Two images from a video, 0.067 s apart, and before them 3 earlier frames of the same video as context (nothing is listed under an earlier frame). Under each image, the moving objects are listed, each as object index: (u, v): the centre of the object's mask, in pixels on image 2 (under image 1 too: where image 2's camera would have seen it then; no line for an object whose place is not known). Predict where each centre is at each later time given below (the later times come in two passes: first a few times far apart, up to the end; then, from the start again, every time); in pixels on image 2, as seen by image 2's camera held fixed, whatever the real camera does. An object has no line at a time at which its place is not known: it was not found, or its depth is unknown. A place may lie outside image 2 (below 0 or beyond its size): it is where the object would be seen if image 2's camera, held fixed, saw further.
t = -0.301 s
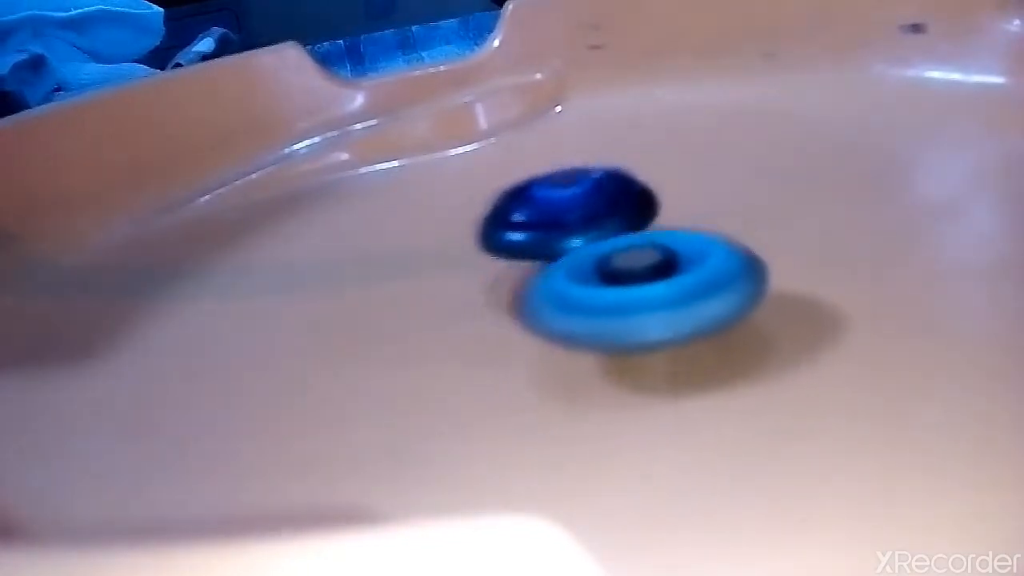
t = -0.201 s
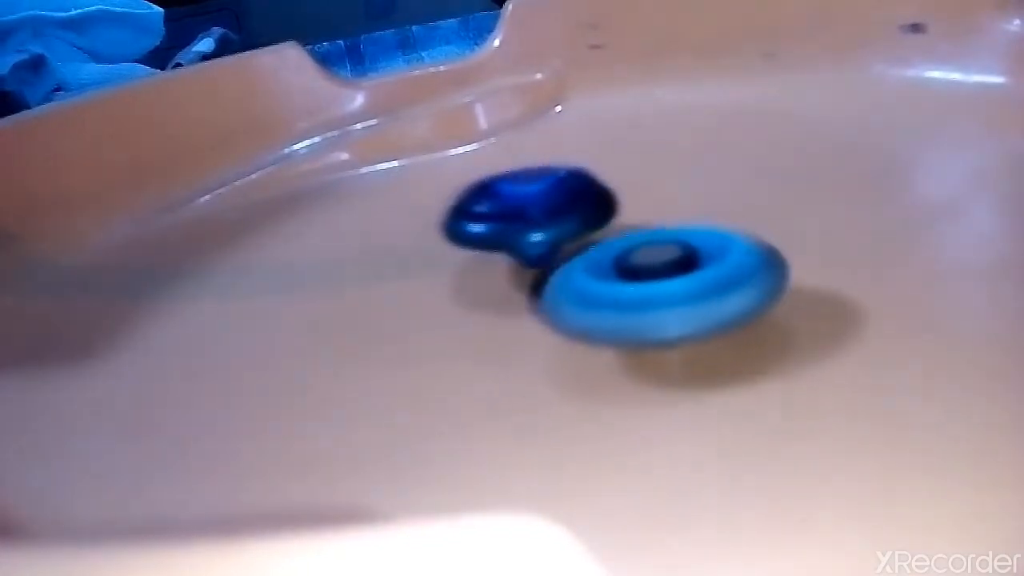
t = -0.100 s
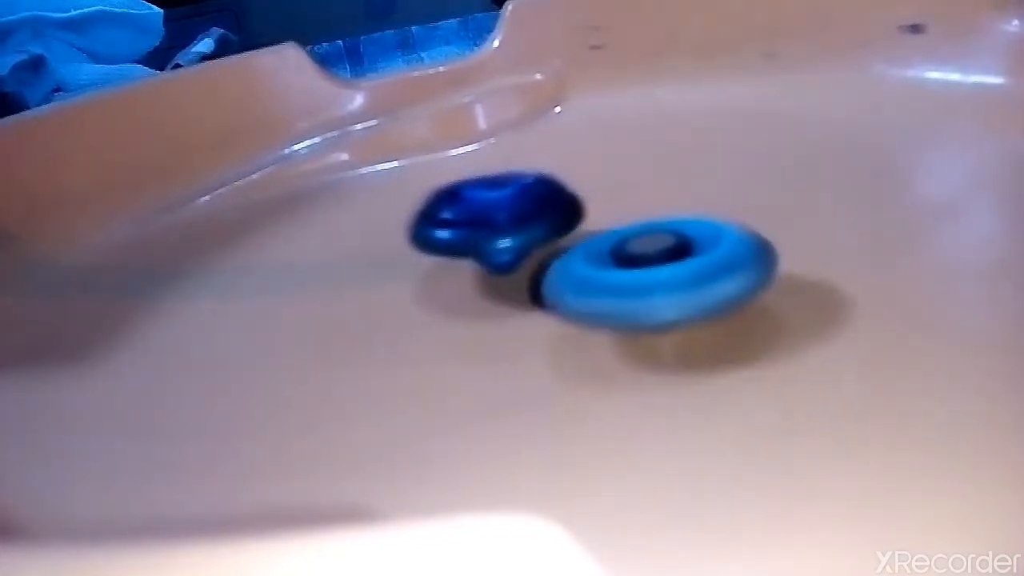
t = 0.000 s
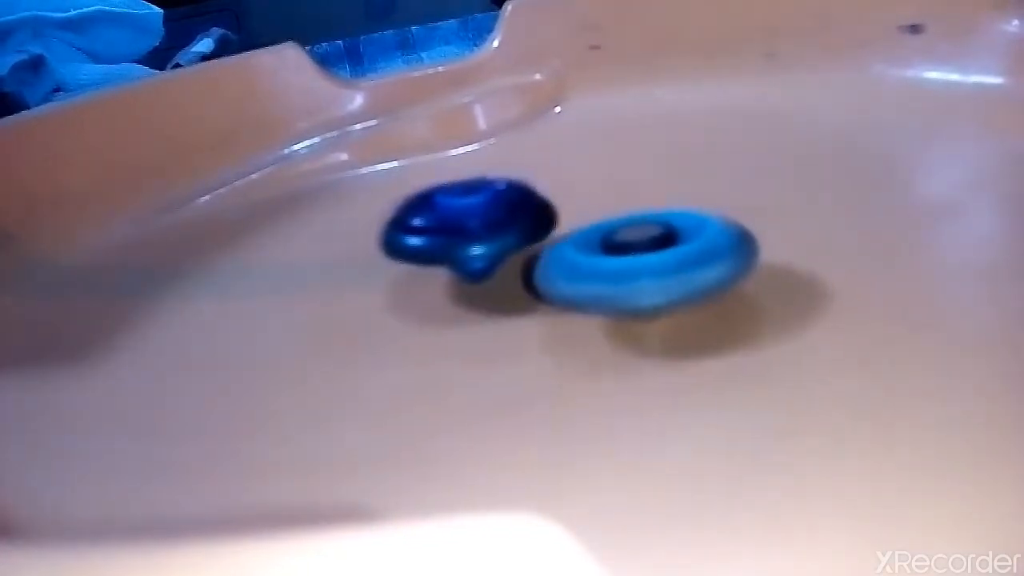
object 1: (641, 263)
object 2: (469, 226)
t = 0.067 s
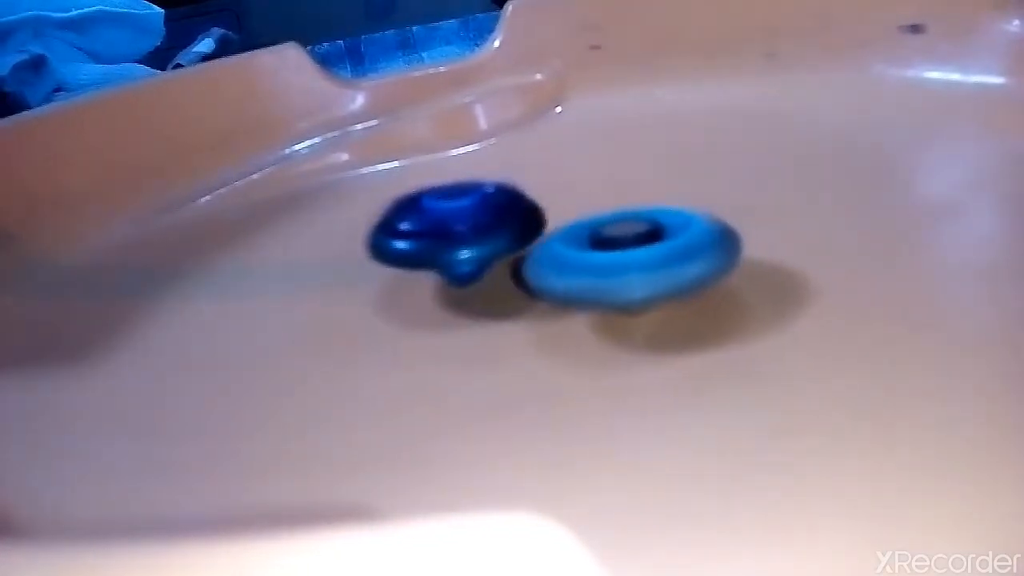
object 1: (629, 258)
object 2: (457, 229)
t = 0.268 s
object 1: (576, 266)
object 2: (407, 239)
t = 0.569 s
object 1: (539, 284)
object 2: (333, 251)
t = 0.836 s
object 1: (538, 281)
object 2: (326, 267)
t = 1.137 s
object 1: (626, 262)
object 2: (326, 269)
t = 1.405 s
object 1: (609, 237)
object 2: (400, 266)
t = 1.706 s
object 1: (630, 209)
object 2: (338, 284)
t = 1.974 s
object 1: (596, 214)
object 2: (366, 294)
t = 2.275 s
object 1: (588, 236)
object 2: (414, 304)
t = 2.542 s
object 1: (628, 269)
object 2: (404, 330)
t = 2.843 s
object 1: (668, 268)
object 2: (449, 332)
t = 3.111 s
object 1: (673, 245)
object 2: (429, 322)
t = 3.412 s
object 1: (607, 240)
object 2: (379, 306)
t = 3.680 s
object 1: (587, 237)
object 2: (380, 288)
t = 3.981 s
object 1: (620, 220)
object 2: (337, 274)
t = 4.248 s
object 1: (610, 219)
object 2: (376, 264)
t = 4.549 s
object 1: (617, 236)
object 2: (410, 254)
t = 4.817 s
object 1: (657, 254)
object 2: (425, 246)
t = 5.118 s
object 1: (652, 263)
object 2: (471, 236)
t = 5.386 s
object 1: (635, 277)
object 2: (419, 218)
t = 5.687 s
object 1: (577, 286)
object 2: (419, 234)
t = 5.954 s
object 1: (592, 302)
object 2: (418, 226)
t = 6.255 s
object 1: (593, 293)
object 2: (445, 235)
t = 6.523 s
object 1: (619, 287)
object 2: (460, 230)
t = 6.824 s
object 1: (733, 273)
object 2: (379, 182)
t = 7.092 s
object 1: (697, 244)
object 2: (341, 188)
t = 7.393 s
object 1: (583, 243)
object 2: (374, 234)
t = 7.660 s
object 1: (531, 253)
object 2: (322, 281)
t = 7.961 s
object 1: (513, 252)
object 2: (225, 324)
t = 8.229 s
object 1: (520, 250)
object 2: (230, 333)
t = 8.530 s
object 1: (550, 246)
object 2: (357, 315)
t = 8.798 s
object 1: (597, 241)
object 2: (430, 319)
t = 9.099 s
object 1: (637, 234)
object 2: (534, 330)
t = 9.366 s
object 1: (648, 243)
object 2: (556, 351)
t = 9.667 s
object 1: (642, 243)
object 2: (542, 336)
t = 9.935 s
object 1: (635, 225)
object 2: (520, 307)
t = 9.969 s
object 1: (635, 222)
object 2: (519, 303)
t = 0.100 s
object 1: (620, 257)
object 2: (451, 231)
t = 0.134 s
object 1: (612, 258)
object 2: (441, 232)
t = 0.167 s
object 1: (603, 260)
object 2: (432, 233)
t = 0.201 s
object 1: (593, 262)
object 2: (423, 235)
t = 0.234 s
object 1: (584, 264)
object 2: (415, 237)
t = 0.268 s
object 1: (576, 266)
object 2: (407, 239)
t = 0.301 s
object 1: (571, 268)
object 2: (398, 240)
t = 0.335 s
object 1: (563, 270)
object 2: (391, 242)
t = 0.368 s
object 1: (555, 272)
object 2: (383, 244)
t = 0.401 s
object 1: (547, 275)
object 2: (376, 246)
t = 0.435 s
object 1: (540, 277)
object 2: (370, 248)
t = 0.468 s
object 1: (537, 280)
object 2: (362, 249)
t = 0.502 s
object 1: (540, 282)
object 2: (349, 249)
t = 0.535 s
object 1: (540, 284)
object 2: (341, 250)
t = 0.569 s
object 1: (539, 284)
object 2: (333, 251)
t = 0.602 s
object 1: (536, 284)
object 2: (325, 253)
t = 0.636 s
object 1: (534, 284)
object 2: (318, 256)
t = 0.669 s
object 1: (534, 284)
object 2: (314, 259)
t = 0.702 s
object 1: (534, 283)
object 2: (313, 261)
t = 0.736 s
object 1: (535, 282)
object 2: (314, 262)
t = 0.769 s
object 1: (535, 281)
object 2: (316, 264)
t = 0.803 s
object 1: (536, 281)
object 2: (319, 266)
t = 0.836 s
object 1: (538, 281)
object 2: (326, 267)
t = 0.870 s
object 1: (540, 280)
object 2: (334, 268)
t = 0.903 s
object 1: (543, 280)
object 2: (340, 268)
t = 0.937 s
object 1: (564, 279)
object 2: (323, 267)
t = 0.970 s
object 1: (584, 278)
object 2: (313, 265)
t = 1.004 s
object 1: (598, 276)
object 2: (310, 265)
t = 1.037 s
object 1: (608, 273)
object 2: (312, 266)
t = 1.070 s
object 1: (615, 269)
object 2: (315, 267)
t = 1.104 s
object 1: (622, 266)
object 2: (319, 268)
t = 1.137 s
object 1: (626, 262)
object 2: (326, 269)
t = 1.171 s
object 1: (630, 257)
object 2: (334, 269)
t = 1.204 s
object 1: (633, 252)
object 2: (343, 270)
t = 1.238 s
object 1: (633, 249)
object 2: (352, 270)
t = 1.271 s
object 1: (633, 245)
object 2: (361, 270)
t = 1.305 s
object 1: (629, 242)
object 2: (370, 269)
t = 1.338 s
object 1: (624, 240)
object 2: (379, 268)
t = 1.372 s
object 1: (617, 238)
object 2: (389, 267)
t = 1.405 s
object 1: (609, 237)
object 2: (400, 266)
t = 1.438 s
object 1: (610, 234)
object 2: (397, 266)
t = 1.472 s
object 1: (613, 230)
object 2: (394, 267)
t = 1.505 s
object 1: (609, 228)
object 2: (400, 266)
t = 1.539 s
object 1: (604, 226)
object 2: (407, 265)
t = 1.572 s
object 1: (615, 219)
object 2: (378, 271)
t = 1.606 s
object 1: (626, 214)
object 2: (349, 276)
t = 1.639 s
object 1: (631, 211)
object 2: (340, 279)
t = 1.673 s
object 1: (632, 209)
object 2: (338, 281)
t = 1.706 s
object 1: (630, 209)
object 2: (338, 284)
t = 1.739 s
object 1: (627, 209)
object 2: (338, 286)
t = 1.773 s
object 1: (623, 209)
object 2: (339, 288)
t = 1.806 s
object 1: (619, 209)
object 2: (342, 289)
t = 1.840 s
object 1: (615, 210)
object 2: (345, 291)
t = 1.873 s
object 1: (612, 210)
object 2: (349, 292)
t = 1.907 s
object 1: (608, 211)
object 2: (354, 293)
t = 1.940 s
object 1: (603, 212)
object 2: (359, 294)
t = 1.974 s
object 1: (596, 214)
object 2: (366, 294)
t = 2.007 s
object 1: (590, 216)
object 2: (372, 294)
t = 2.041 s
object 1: (584, 219)
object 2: (381, 294)
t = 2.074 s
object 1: (580, 222)
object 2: (390, 293)
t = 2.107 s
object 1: (578, 224)
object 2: (402, 293)
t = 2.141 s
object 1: (580, 227)
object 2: (413, 293)
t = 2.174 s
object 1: (583, 229)
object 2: (419, 291)
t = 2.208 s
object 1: (583, 230)
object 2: (413, 297)
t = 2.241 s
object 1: (584, 233)
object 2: (411, 301)
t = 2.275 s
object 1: (588, 236)
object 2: (414, 304)
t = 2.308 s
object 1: (591, 241)
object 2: (415, 306)
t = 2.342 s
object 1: (595, 246)
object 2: (414, 309)
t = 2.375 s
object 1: (599, 250)
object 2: (402, 315)
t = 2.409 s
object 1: (604, 255)
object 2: (396, 319)
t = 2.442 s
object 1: (610, 259)
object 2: (395, 322)
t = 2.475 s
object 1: (616, 263)
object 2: (396, 325)
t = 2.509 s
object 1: (622, 266)
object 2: (399, 328)
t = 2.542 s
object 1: (628, 269)
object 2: (404, 330)
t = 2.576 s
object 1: (634, 271)
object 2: (411, 331)
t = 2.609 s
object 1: (639, 272)
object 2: (419, 332)
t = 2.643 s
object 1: (644, 272)
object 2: (424, 333)
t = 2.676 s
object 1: (650, 272)
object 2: (422, 336)
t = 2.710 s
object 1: (654, 272)
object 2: (426, 336)
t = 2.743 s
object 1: (658, 272)
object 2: (434, 336)
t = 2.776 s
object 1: (662, 271)
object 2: (442, 335)
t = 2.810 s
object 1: (665, 270)
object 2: (448, 333)
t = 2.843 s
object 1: (668, 268)
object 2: (449, 332)
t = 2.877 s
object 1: (671, 267)
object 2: (455, 330)
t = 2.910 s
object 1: (673, 265)
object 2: (458, 328)
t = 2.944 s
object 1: (683, 258)
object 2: (440, 330)
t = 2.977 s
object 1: (688, 253)
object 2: (431, 330)
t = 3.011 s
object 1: (688, 250)
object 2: (428, 329)
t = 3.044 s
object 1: (685, 248)
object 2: (428, 327)
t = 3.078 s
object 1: (680, 247)
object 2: (428, 324)
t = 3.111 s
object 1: (673, 245)
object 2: (429, 322)
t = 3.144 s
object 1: (663, 244)
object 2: (429, 319)
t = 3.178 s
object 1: (651, 244)
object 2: (428, 316)
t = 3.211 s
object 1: (638, 245)
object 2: (427, 313)
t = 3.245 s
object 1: (625, 246)
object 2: (426, 310)
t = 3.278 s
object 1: (616, 247)
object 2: (425, 307)
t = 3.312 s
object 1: (617, 243)
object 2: (400, 310)
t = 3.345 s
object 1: (618, 240)
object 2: (383, 311)
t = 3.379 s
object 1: (613, 240)
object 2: (379, 309)
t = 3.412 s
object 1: (607, 240)
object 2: (379, 306)
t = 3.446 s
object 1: (601, 241)
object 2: (381, 304)
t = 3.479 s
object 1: (593, 242)
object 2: (384, 301)
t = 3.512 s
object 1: (585, 244)
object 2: (388, 298)
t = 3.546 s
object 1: (582, 243)
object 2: (383, 297)
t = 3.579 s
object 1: (589, 240)
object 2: (370, 297)
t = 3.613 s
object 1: (590, 238)
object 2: (369, 294)
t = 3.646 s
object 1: (590, 238)
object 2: (374, 291)
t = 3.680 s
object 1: (587, 237)
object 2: (380, 288)
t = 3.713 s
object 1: (584, 238)
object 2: (385, 285)
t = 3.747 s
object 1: (582, 237)
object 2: (387, 283)
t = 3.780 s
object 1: (584, 235)
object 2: (383, 281)
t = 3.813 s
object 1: (585, 234)
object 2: (387, 278)
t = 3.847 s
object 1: (586, 234)
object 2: (388, 275)
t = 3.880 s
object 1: (602, 229)
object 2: (361, 277)
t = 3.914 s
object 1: (614, 225)
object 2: (343, 277)
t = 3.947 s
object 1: (618, 222)
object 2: (338, 275)
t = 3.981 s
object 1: (620, 220)
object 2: (337, 274)
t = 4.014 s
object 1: (622, 218)
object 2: (338, 273)
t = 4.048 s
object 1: (622, 217)
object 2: (340, 272)
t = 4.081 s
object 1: (622, 217)
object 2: (344, 271)
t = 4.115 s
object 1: (620, 217)
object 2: (349, 271)
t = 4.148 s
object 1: (618, 217)
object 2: (355, 269)
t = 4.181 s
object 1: (616, 217)
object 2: (362, 268)
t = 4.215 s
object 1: (614, 217)
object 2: (368, 266)
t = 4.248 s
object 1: (610, 219)
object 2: (376, 264)
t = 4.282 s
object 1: (606, 220)
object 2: (383, 262)
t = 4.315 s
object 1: (602, 221)
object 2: (391, 260)
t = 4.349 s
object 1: (597, 223)
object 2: (401, 258)
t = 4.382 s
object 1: (599, 224)
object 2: (404, 257)
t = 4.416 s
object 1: (602, 225)
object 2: (406, 256)
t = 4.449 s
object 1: (606, 227)
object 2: (406, 255)
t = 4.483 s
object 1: (612, 229)
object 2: (402, 255)
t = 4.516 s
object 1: (616, 232)
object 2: (405, 255)
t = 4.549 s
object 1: (617, 236)
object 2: (410, 254)
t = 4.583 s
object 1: (618, 239)
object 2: (415, 253)
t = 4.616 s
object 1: (622, 243)
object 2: (416, 252)
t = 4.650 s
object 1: (631, 245)
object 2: (411, 252)
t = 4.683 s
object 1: (639, 247)
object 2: (410, 251)
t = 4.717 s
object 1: (646, 249)
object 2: (413, 250)
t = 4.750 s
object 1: (651, 251)
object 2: (416, 249)
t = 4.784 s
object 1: (655, 253)
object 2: (420, 247)
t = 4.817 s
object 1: (657, 254)
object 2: (425, 246)
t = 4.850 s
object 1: (659, 254)
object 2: (429, 245)
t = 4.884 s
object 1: (661, 255)
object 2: (433, 243)
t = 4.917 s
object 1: (662, 256)
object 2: (438, 242)
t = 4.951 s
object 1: (662, 257)
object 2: (443, 241)
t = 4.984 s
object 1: (662, 257)
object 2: (448, 240)
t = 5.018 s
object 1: (661, 258)
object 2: (453, 238)
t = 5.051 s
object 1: (659, 260)
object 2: (459, 237)
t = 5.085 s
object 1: (656, 261)
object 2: (465, 236)
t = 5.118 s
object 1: (652, 263)
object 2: (471, 236)
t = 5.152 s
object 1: (652, 265)
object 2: (470, 232)
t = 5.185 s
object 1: (664, 266)
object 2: (455, 226)
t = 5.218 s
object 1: (666, 269)
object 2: (448, 220)
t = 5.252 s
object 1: (664, 271)
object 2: (442, 219)
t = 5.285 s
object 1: (659, 273)
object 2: (435, 218)
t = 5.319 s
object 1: (651, 275)
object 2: (429, 218)
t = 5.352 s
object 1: (643, 277)
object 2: (423, 218)
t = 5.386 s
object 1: (635, 277)
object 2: (419, 218)
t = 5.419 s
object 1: (626, 277)
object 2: (415, 219)
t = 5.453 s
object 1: (619, 278)
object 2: (413, 219)
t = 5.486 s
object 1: (612, 279)
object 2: (411, 220)
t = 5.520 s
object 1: (606, 280)
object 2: (410, 222)
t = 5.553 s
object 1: (600, 281)
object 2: (410, 224)
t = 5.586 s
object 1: (594, 282)
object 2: (411, 226)
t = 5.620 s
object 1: (588, 284)
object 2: (412, 228)
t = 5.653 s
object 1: (582, 285)
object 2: (415, 231)
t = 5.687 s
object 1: (577, 286)
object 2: (419, 234)
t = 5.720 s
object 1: (573, 287)
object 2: (424, 237)
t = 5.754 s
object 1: (568, 289)
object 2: (428, 237)
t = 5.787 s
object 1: (579, 296)
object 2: (422, 229)
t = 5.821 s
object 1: (588, 302)
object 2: (419, 223)
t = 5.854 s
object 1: (591, 304)
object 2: (419, 220)
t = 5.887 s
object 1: (592, 305)
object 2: (418, 222)
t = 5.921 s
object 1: (592, 304)
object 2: (418, 223)
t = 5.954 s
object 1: (592, 302)
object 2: (418, 226)
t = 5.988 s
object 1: (590, 299)
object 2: (420, 228)
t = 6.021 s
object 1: (588, 297)
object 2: (422, 231)
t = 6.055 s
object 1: (587, 295)
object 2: (425, 233)
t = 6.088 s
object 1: (585, 293)
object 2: (429, 236)
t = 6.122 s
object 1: (584, 292)
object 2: (434, 239)
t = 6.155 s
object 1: (582, 291)
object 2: (439, 239)
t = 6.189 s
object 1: (590, 292)
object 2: (441, 237)
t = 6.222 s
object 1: (592, 293)
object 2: (443, 235)
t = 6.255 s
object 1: (593, 293)
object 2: (445, 235)
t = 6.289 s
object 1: (591, 293)
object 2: (449, 235)
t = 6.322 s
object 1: (589, 292)
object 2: (453, 235)
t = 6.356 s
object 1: (594, 292)
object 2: (455, 234)
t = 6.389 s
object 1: (603, 293)
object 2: (456, 232)
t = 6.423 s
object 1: (607, 292)
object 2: (456, 230)
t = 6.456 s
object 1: (611, 291)
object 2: (456, 230)
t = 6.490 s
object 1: (615, 289)
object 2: (457, 230)
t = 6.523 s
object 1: (619, 287)
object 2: (460, 230)
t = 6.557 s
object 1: (621, 284)
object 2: (463, 231)
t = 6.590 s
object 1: (623, 281)
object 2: (466, 231)
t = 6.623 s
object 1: (623, 278)
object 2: (468, 231)
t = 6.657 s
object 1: (630, 276)
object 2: (469, 230)
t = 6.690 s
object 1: (672, 280)
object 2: (439, 210)
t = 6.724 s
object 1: (701, 282)
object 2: (416, 195)
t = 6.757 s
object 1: (717, 280)
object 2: (399, 185)
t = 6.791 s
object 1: (728, 277)
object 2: (388, 182)
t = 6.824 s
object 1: (733, 273)
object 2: (379, 182)
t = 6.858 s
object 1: (736, 268)
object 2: (370, 181)
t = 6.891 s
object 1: (736, 263)
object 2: (362, 181)
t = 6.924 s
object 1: (735, 259)
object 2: (357, 181)
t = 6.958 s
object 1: (730, 255)
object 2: (352, 181)
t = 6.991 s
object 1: (724, 252)
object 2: (348, 182)
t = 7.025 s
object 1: (717, 249)
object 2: (344, 183)
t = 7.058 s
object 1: (708, 245)
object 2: (342, 185)
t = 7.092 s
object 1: (697, 244)
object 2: (341, 188)
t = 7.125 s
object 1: (685, 241)
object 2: (341, 191)
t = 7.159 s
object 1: (674, 240)
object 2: (342, 195)
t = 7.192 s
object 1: (661, 239)
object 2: (344, 199)
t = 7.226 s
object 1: (648, 238)
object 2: (347, 204)
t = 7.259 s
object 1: (634, 239)
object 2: (351, 209)
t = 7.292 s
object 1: (620, 240)
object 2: (355, 215)
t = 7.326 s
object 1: (607, 240)
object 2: (361, 221)
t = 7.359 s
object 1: (595, 243)
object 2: (367, 228)
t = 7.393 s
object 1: (583, 243)
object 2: (374, 234)
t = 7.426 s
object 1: (573, 245)
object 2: (380, 240)
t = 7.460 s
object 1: (567, 246)
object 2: (379, 247)
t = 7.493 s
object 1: (566, 246)
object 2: (369, 252)
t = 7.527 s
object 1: (562, 247)
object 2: (365, 256)
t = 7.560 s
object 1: (557, 249)
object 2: (347, 263)
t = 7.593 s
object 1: (550, 250)
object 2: (336, 269)
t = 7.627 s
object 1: (541, 251)
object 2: (330, 275)
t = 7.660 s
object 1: (531, 253)
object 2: (322, 281)
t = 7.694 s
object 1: (523, 253)
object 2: (316, 286)
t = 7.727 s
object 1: (519, 254)
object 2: (304, 291)
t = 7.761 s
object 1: (524, 252)
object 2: (285, 299)
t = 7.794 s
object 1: (523, 251)
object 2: (271, 304)
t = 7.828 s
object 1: (520, 252)
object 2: (259, 310)
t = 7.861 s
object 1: (517, 252)
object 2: (248, 314)
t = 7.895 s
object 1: (516, 252)
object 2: (240, 318)
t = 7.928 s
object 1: (514, 252)
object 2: (232, 321)
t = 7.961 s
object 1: (513, 252)
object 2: (225, 324)
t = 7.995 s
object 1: (511, 252)
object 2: (219, 326)
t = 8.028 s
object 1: (511, 252)
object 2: (215, 328)
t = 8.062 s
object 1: (511, 251)
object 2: (212, 330)
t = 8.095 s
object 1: (511, 251)
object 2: (212, 331)
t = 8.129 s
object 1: (513, 251)
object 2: (213, 332)
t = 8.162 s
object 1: (515, 250)
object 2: (217, 333)
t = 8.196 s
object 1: (517, 251)
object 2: (222, 333)
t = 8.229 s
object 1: (520, 250)
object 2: (230, 333)
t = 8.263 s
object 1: (523, 251)
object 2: (239, 332)
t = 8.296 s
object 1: (527, 251)
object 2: (251, 331)
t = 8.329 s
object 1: (532, 250)
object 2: (264, 331)
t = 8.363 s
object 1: (535, 250)
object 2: (278, 328)
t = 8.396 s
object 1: (539, 249)
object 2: (293, 326)
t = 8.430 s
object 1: (541, 248)
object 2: (308, 323)
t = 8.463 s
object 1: (544, 247)
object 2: (325, 321)
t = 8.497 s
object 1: (547, 246)
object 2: (341, 319)
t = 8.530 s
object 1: (550, 246)
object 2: (357, 315)
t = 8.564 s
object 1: (555, 244)
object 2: (374, 313)
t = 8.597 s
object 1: (561, 242)
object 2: (393, 310)
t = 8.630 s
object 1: (569, 240)
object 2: (407, 306)
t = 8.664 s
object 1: (574, 238)
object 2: (408, 312)
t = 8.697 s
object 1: (580, 239)
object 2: (408, 313)
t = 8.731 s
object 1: (586, 239)
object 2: (413, 314)
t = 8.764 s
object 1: (592, 240)
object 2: (421, 316)
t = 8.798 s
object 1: (597, 241)
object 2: (430, 319)
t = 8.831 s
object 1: (603, 241)
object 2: (442, 321)
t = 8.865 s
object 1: (607, 240)
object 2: (452, 323)
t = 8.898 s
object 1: (611, 240)
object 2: (464, 324)
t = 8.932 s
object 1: (615, 239)
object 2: (477, 326)
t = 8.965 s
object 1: (619, 238)
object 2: (490, 327)
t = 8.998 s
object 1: (624, 238)
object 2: (504, 327)
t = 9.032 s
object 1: (627, 236)
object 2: (517, 327)
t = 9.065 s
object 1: (631, 235)
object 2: (532, 326)
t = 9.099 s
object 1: (637, 234)
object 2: (534, 330)
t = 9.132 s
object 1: (641, 234)
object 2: (532, 341)
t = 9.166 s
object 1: (644, 236)
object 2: (536, 345)
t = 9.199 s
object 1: (647, 237)
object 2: (542, 348)
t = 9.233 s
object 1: (648, 238)
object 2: (547, 350)
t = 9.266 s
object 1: (649, 239)
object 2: (550, 352)
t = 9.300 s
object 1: (650, 241)
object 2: (554, 353)
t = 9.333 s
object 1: (649, 243)
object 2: (554, 352)
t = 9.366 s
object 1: (648, 243)
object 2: (556, 351)
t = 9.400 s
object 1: (647, 243)
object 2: (559, 349)
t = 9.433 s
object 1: (645, 244)
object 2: (561, 349)
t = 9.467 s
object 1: (644, 245)
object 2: (562, 348)
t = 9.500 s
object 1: (642, 245)
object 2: (562, 346)
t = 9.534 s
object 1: (640, 245)
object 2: (560, 343)
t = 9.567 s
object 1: (642, 245)
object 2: (558, 338)
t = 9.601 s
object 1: (641, 244)
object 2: (551, 340)
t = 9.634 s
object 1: (640, 245)
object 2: (543, 340)
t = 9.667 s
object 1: (642, 243)
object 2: (542, 336)
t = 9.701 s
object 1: (641, 242)
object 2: (541, 332)
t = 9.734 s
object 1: (642, 241)
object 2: (538, 328)
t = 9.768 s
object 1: (642, 239)
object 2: (532, 326)
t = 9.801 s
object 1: (640, 237)
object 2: (531, 323)
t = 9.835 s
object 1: (639, 234)
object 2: (522, 321)
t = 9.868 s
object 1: (639, 230)
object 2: (520, 317)
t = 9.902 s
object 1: (638, 227)
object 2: (520, 312)
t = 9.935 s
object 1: (635, 225)
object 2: (520, 307)
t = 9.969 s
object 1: (635, 222)
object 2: (519, 303)
